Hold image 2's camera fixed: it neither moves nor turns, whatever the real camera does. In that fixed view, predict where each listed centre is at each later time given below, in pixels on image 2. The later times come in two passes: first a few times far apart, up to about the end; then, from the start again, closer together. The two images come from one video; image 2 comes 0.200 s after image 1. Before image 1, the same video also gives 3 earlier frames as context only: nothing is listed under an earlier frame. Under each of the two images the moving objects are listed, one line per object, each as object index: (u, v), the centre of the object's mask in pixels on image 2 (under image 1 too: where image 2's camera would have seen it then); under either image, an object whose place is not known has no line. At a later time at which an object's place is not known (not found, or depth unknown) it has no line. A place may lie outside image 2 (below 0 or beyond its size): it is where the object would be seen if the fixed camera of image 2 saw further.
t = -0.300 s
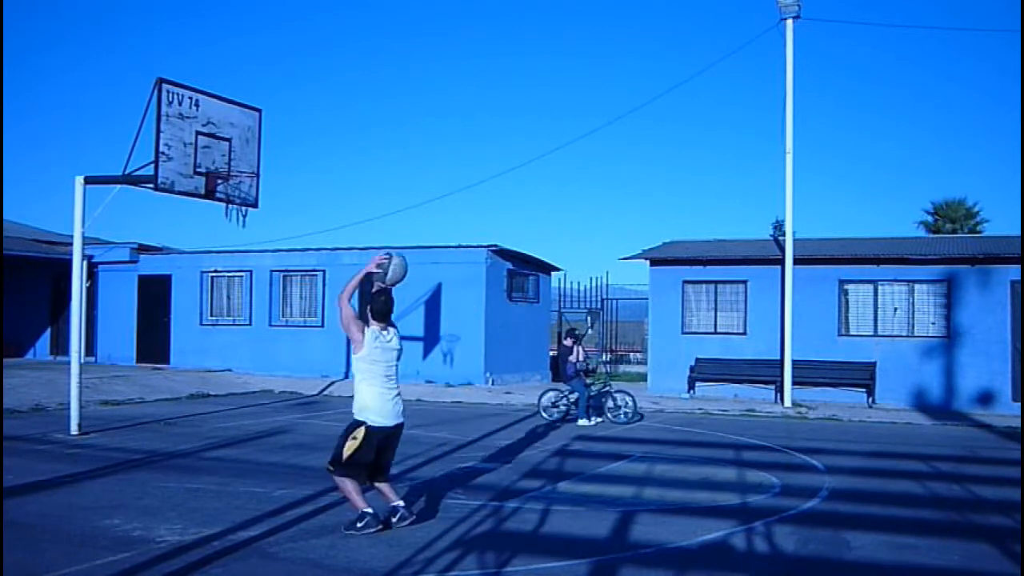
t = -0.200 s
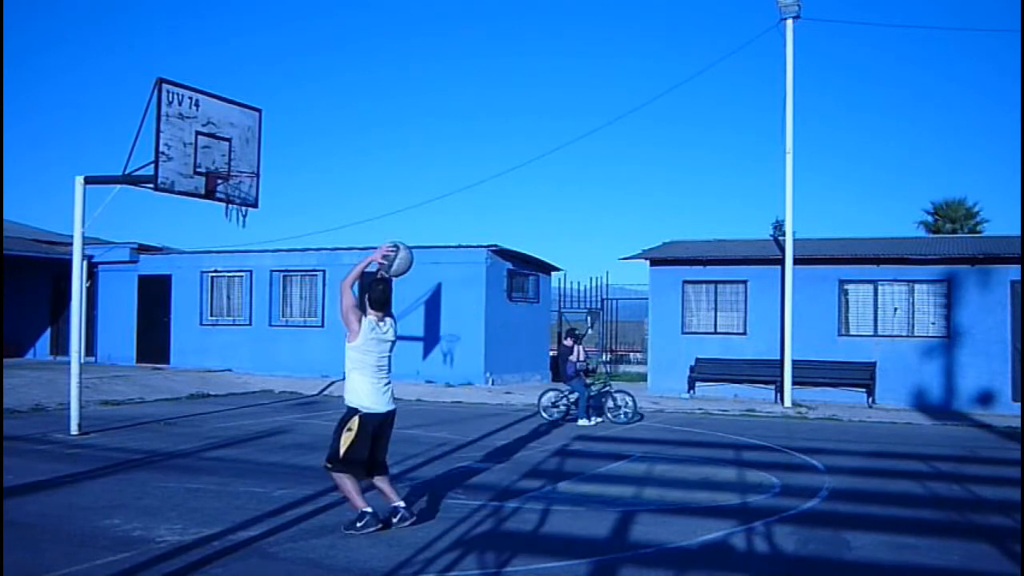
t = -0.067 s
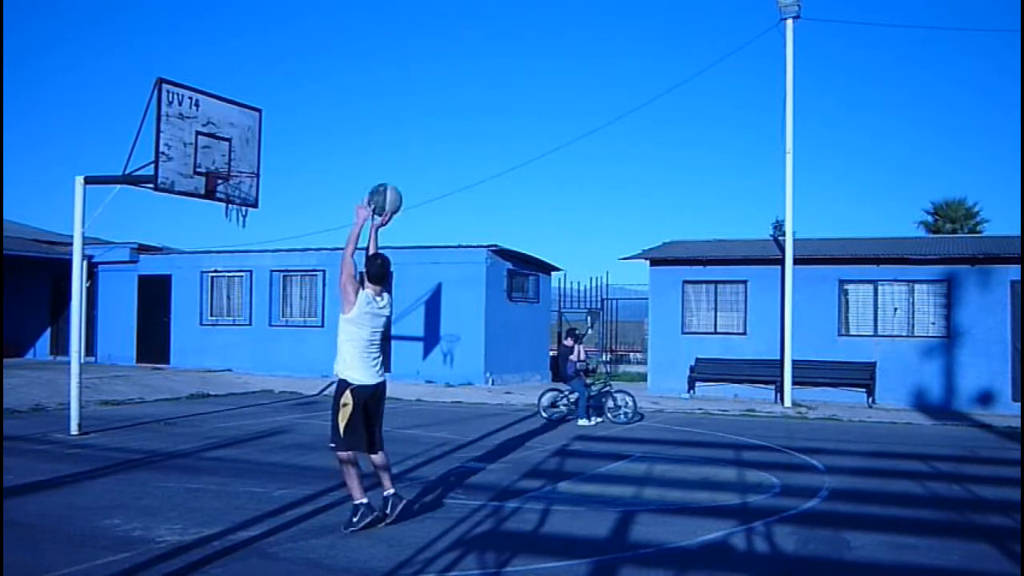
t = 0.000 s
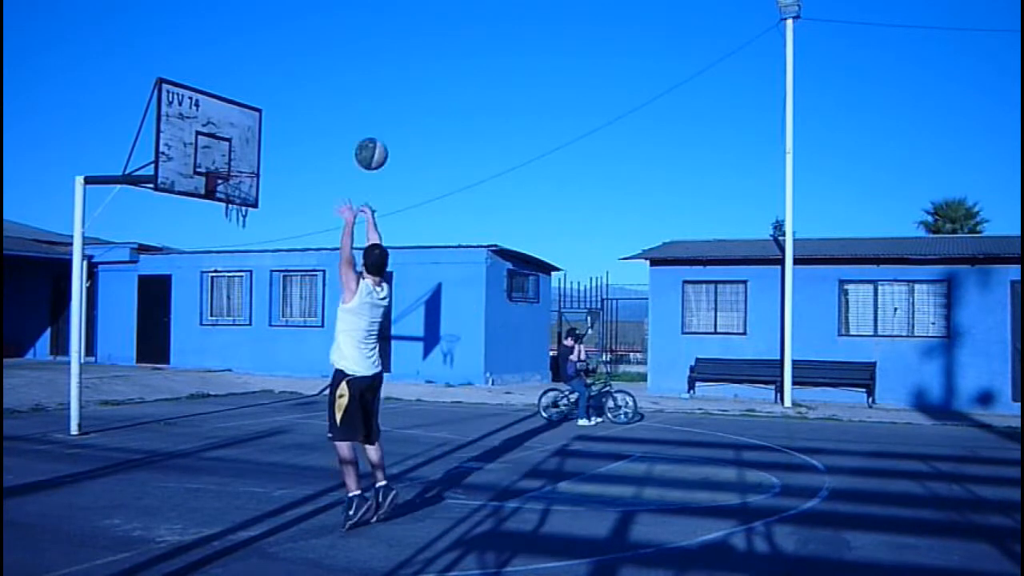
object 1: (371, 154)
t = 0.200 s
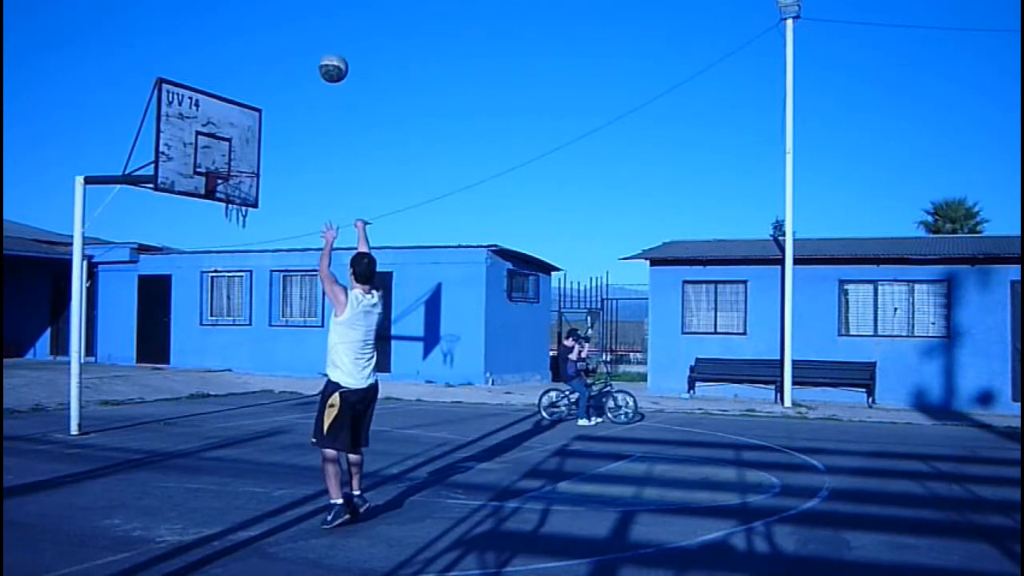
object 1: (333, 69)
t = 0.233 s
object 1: (328, 61)
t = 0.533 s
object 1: (284, 53)
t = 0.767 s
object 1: (257, 105)
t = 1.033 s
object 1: (237, 193)
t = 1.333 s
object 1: (241, 201)
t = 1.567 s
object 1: (252, 223)
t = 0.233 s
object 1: (328, 61)
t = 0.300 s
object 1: (317, 50)
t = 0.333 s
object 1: (312, 47)
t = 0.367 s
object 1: (307, 45)
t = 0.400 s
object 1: (302, 44)
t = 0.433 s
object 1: (297, 45)
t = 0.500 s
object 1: (288, 49)
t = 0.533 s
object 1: (284, 53)
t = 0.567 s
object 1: (280, 58)
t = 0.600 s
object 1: (276, 64)
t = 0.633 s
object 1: (272, 71)
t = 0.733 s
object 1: (260, 95)
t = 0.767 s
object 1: (257, 105)
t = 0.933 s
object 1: (239, 165)
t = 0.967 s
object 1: (237, 181)
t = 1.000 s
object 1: (235, 191)
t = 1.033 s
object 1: (237, 193)
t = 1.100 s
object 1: (238, 197)
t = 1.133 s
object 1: (238, 200)
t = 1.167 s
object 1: (239, 201)
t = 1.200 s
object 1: (239, 201)
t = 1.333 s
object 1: (241, 201)
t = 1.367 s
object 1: (244, 202)
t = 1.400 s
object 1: (244, 203)
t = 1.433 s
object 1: (245, 206)
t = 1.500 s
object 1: (248, 212)
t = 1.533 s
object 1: (249, 216)
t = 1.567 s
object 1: (252, 223)
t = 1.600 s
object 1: (253, 230)
